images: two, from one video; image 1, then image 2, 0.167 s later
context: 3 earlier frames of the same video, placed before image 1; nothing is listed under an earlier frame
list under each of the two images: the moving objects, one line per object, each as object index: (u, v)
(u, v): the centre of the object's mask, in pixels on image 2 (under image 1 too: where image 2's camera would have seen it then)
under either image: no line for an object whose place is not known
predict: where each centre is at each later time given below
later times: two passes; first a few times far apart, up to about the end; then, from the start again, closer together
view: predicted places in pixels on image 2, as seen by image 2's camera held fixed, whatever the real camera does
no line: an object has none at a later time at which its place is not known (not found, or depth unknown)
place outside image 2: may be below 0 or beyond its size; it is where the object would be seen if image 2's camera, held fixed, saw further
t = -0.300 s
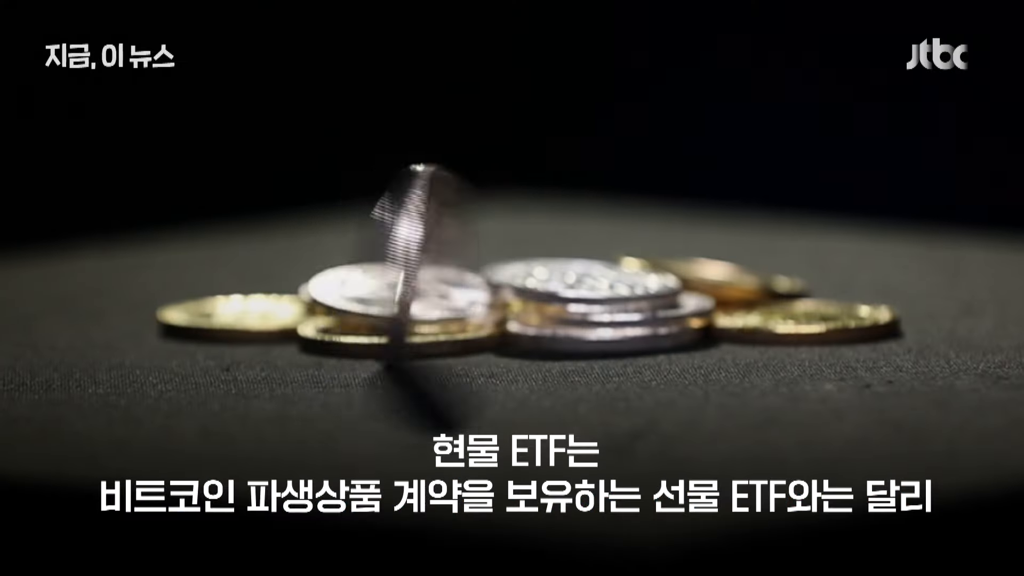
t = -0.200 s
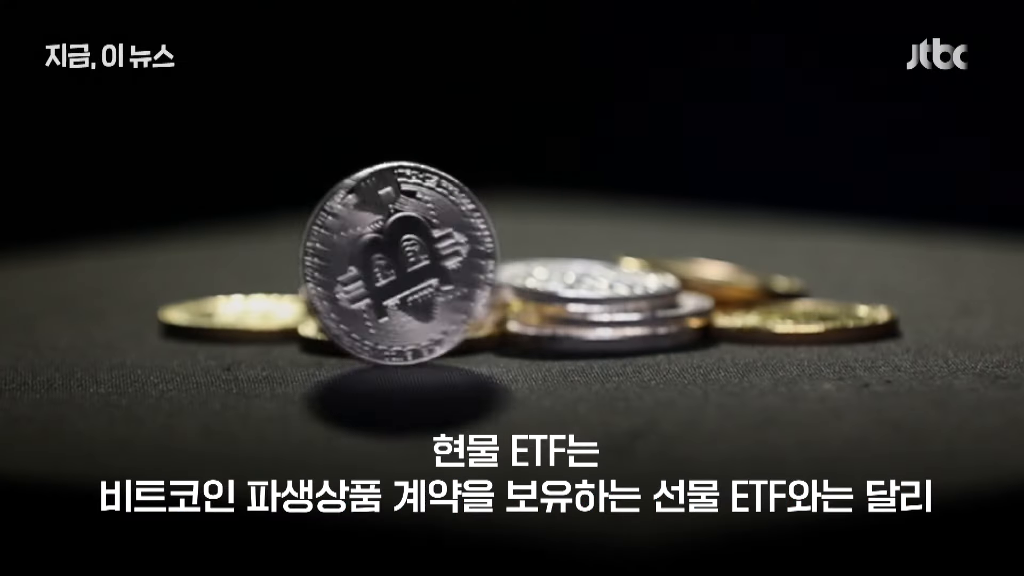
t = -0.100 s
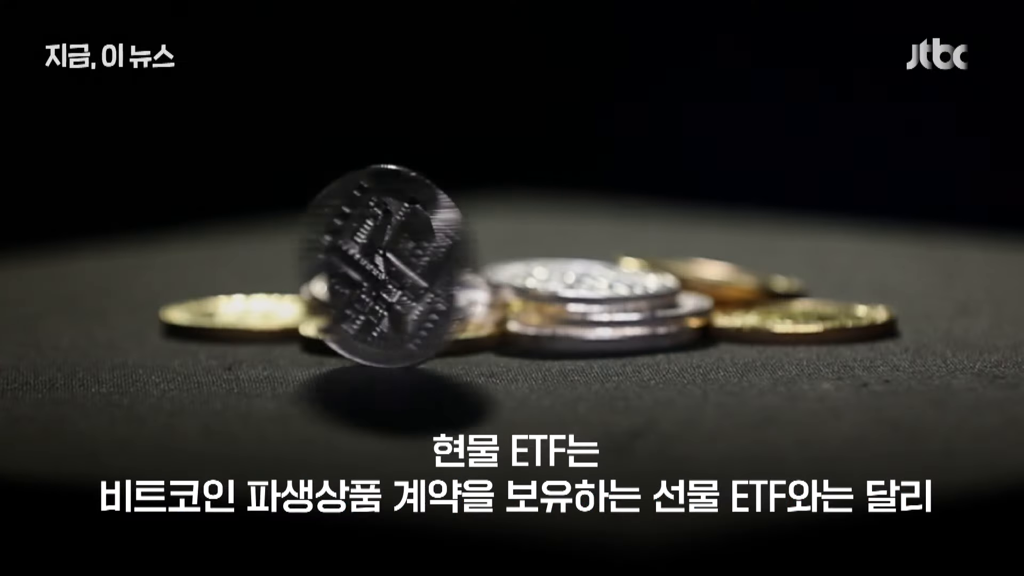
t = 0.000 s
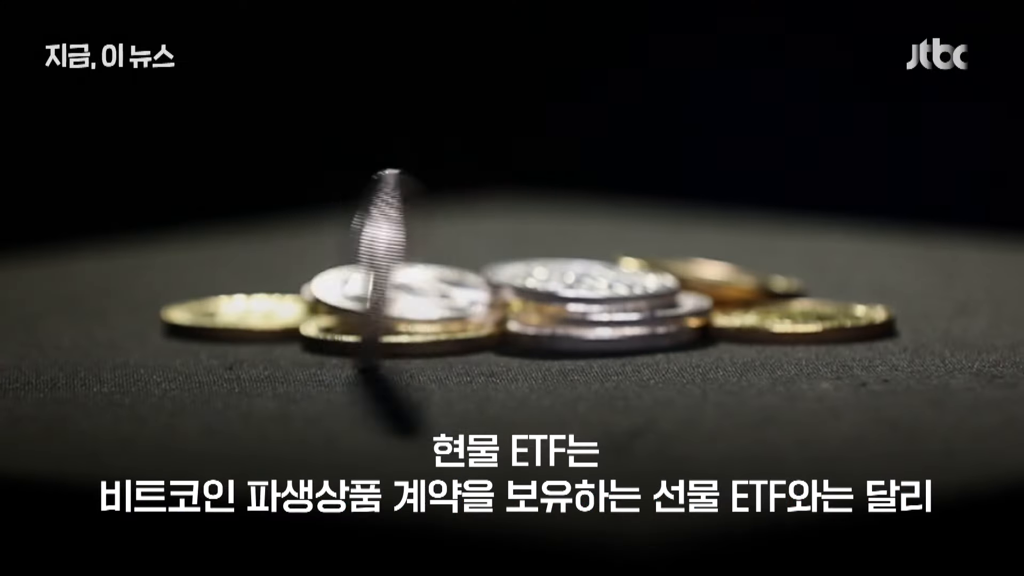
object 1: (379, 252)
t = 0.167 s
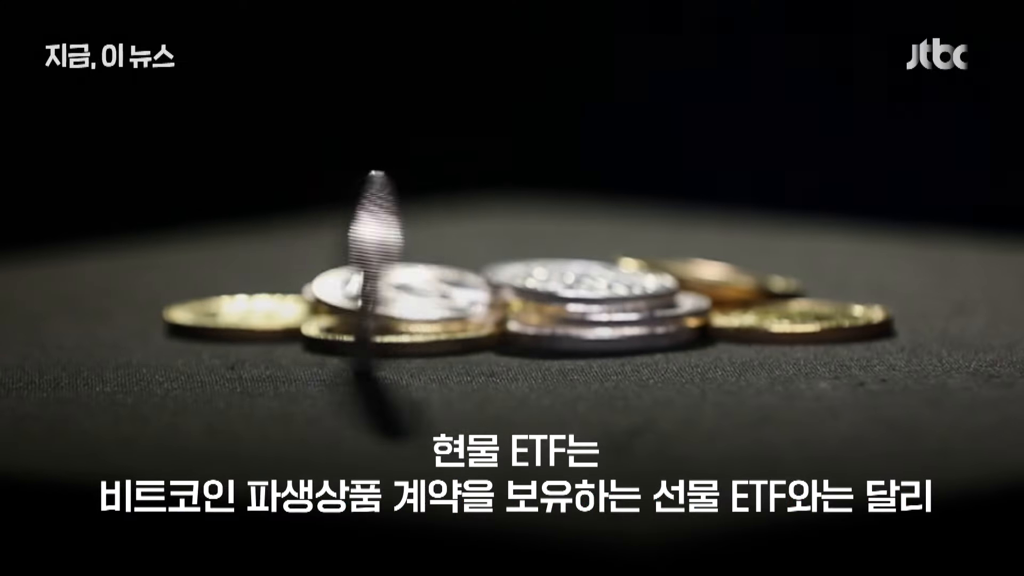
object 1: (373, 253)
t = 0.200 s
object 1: (364, 269)
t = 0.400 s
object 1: (359, 274)
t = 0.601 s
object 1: (355, 276)
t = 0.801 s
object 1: (354, 278)
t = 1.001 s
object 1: (359, 281)
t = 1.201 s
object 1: (364, 285)
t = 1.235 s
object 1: (364, 282)
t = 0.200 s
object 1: (364, 269)
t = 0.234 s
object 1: (365, 272)
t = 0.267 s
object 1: (362, 270)
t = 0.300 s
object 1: (362, 253)
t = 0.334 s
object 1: (369, 256)
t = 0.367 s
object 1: (357, 273)
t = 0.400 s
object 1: (359, 274)
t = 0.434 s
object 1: (357, 273)
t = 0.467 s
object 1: (356, 260)
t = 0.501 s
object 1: (361, 259)
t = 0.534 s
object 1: (354, 274)
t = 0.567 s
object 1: (356, 277)
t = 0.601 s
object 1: (355, 276)
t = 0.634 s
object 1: (353, 271)
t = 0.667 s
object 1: (355, 266)
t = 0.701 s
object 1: (357, 274)
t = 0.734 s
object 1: (354, 279)
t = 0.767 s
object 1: (355, 280)
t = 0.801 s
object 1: (354, 278)
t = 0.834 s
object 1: (353, 270)
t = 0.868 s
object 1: (360, 267)
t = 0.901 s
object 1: (357, 278)
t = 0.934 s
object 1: (358, 282)
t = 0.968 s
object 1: (358, 282)
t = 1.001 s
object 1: (359, 281)
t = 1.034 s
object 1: (358, 273)
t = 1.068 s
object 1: (362, 272)
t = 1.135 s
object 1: (361, 285)
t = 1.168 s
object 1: (363, 285)
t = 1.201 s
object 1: (364, 285)
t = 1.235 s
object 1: (364, 282)
